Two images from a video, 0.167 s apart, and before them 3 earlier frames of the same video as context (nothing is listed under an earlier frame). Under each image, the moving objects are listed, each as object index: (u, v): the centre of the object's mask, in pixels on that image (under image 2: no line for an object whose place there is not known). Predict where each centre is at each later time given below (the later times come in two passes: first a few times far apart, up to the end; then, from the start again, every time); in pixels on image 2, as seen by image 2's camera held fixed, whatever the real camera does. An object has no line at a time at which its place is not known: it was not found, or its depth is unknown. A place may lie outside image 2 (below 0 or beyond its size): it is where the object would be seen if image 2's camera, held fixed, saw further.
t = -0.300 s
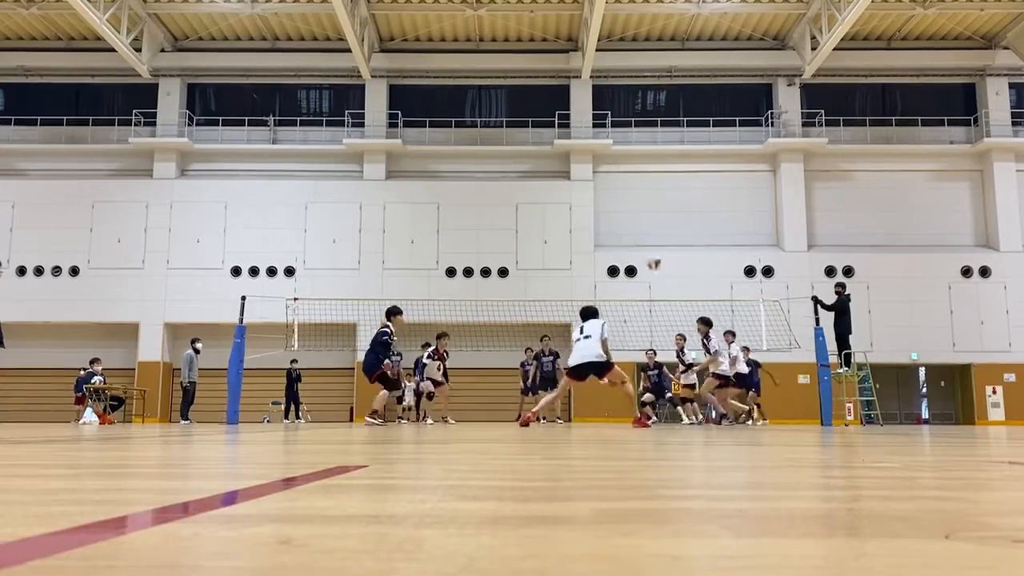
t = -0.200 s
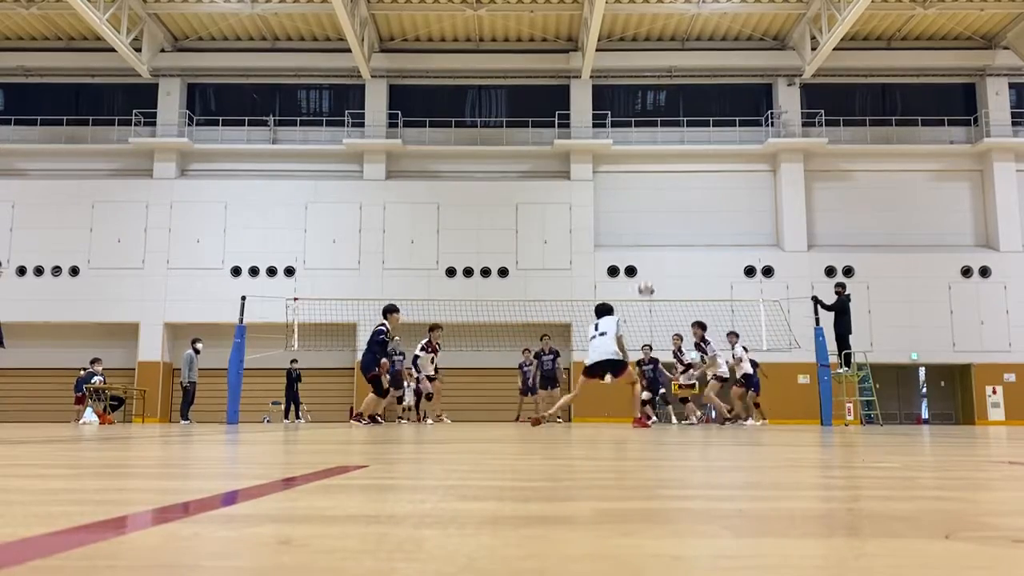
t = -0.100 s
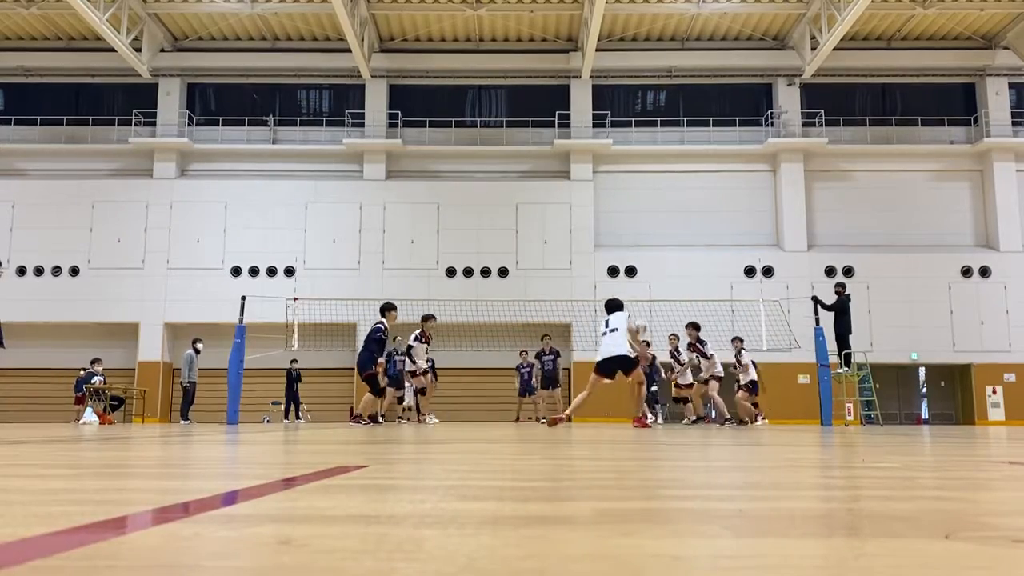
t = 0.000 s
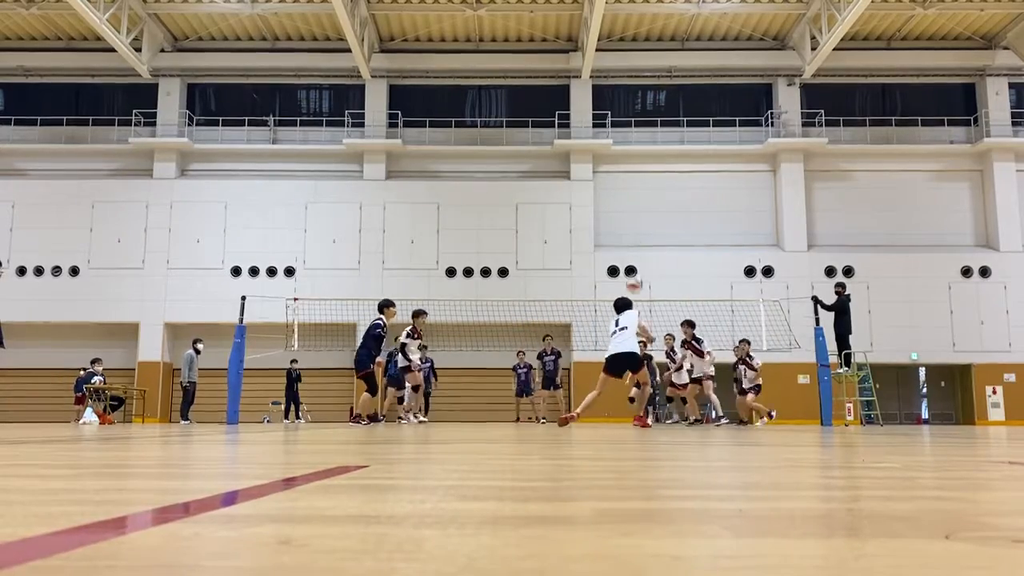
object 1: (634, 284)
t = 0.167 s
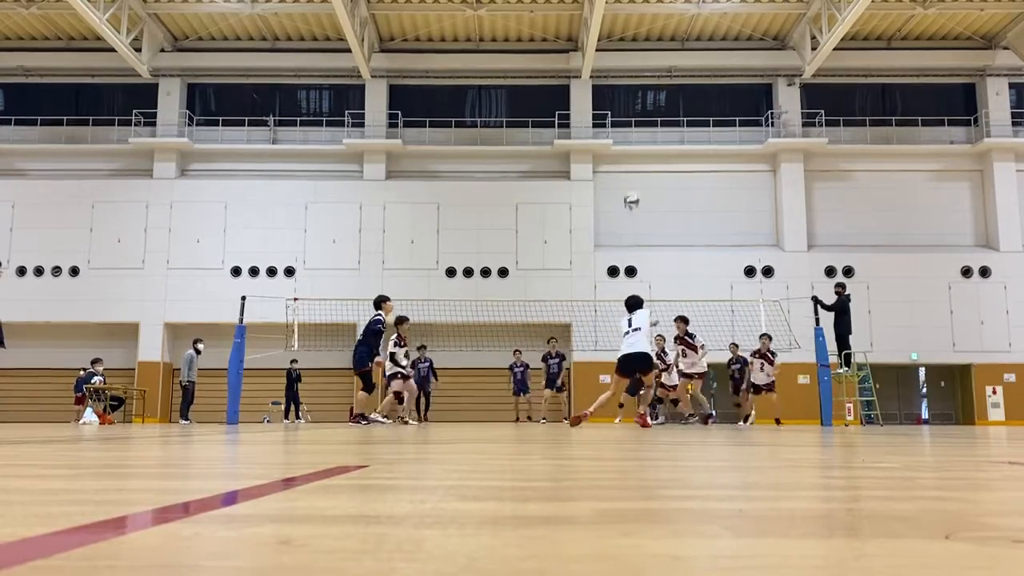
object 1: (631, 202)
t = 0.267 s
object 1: (629, 164)
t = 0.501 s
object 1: (626, 117)
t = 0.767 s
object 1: (623, 108)
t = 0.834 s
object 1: (623, 113)
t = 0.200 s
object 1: (631, 188)
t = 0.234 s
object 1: (630, 175)
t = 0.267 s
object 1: (629, 164)
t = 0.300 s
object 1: (627, 155)
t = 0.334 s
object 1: (628, 146)
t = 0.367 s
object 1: (628, 139)
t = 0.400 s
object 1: (627, 132)
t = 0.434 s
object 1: (627, 126)
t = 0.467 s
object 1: (626, 121)
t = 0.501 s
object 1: (626, 117)
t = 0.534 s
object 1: (626, 113)
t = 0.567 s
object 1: (625, 110)
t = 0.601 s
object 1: (625, 109)
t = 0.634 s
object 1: (625, 107)
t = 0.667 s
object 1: (624, 107)
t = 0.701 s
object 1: (624, 107)
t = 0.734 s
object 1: (624, 107)
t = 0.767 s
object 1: (623, 108)
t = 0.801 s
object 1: (623, 110)
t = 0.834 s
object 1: (623, 113)
